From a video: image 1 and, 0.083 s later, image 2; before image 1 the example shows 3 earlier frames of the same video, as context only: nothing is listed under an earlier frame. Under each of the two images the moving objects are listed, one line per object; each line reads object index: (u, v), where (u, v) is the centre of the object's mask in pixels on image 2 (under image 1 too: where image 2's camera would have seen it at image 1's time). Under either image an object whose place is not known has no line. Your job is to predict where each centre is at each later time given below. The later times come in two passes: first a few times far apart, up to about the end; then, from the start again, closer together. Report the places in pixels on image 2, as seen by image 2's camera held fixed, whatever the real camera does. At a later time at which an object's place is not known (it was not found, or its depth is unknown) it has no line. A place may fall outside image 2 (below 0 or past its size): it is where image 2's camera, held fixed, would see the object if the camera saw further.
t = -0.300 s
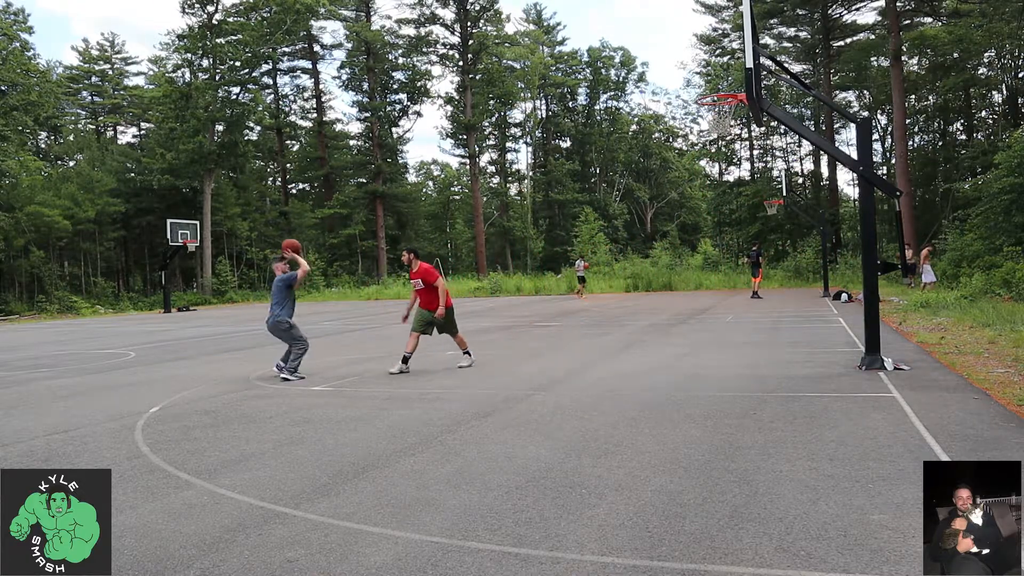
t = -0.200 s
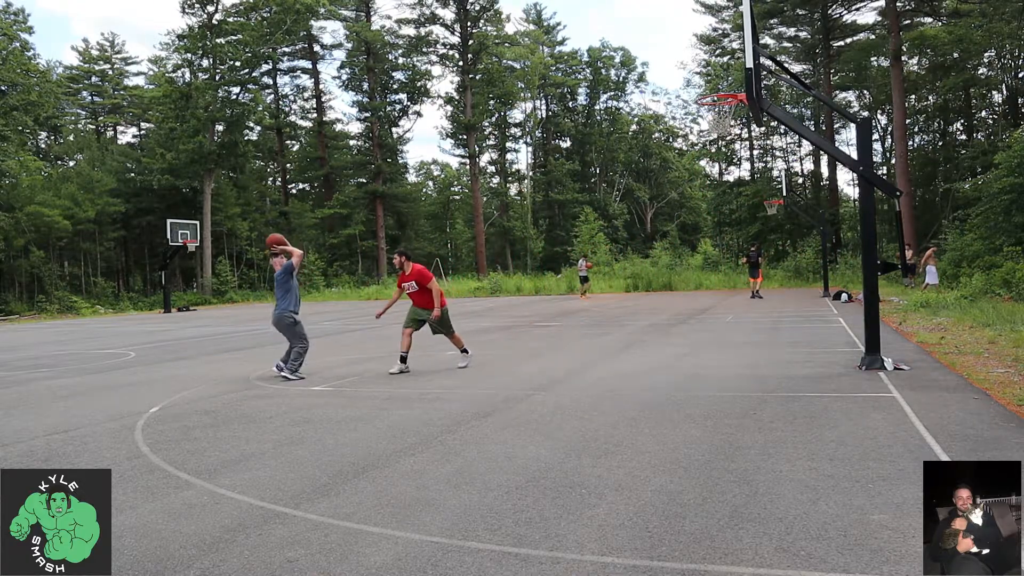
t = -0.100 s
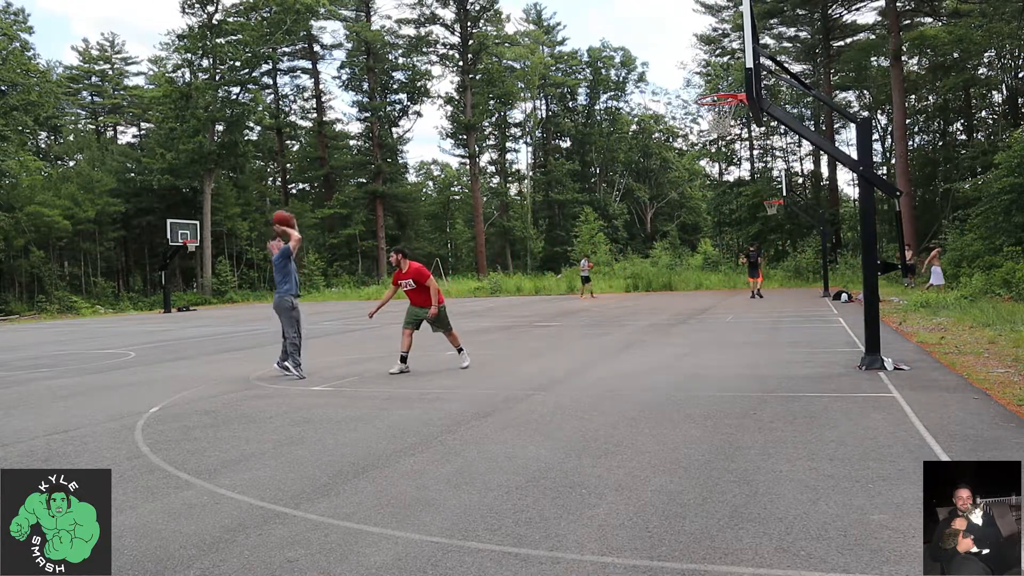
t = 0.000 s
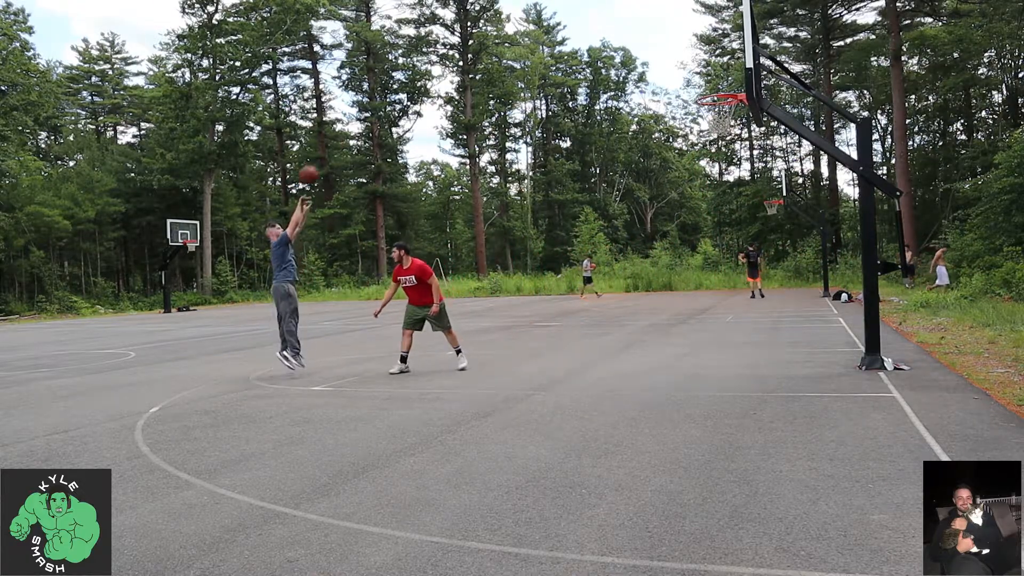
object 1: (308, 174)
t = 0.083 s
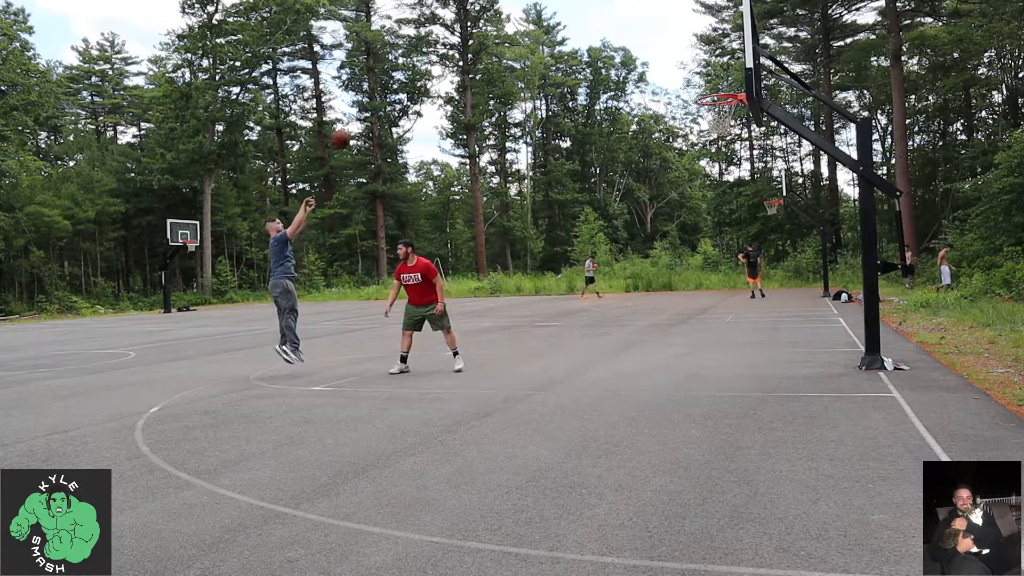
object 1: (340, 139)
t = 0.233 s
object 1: (400, 87)
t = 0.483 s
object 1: (503, 38)
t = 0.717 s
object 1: (606, 36)
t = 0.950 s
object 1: (715, 83)
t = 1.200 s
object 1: (702, 53)
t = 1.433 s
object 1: (697, 30)
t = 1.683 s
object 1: (694, 58)
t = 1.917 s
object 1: (694, 138)
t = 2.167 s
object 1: (697, 285)
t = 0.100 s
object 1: (346, 133)
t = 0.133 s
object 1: (359, 119)
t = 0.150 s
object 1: (367, 113)
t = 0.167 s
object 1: (372, 107)
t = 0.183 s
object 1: (378, 102)
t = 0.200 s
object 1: (385, 96)
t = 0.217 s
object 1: (392, 91)
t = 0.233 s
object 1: (400, 87)
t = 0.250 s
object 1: (405, 82)
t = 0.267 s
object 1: (412, 77)
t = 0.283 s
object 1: (419, 73)
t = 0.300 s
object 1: (426, 68)
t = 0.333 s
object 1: (440, 61)
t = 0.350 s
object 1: (447, 58)
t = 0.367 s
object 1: (453, 54)
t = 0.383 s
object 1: (460, 51)
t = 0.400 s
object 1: (468, 48)
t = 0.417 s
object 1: (475, 45)
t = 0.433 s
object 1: (481, 44)
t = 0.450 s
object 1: (488, 42)
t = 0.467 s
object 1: (496, 40)
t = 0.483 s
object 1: (503, 38)
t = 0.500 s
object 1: (510, 37)
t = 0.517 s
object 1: (518, 35)
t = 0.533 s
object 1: (525, 34)
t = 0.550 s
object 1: (532, 33)
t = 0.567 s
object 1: (539, 33)
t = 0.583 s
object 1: (546, 32)
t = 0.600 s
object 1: (554, 31)
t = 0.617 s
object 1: (561, 32)
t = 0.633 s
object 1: (569, 32)
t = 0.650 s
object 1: (576, 32)
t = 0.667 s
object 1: (584, 33)
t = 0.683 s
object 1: (591, 34)
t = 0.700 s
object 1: (599, 35)
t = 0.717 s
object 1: (606, 36)
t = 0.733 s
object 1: (613, 38)
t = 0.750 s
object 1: (621, 40)
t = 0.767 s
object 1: (629, 42)
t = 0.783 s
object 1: (636, 45)
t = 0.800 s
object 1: (644, 48)
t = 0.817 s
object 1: (652, 50)
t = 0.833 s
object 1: (660, 54)
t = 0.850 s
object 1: (667, 57)
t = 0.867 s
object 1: (675, 61)
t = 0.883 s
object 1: (683, 65)
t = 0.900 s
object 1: (691, 70)
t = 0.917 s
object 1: (699, 74)
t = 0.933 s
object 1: (708, 79)
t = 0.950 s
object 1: (715, 83)
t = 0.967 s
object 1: (723, 86)
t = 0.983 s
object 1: (728, 88)
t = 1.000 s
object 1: (721, 89)
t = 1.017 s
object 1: (713, 90)
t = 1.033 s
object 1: (707, 91)
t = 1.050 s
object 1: (706, 90)
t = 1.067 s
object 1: (706, 87)
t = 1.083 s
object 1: (705, 82)
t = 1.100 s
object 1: (705, 77)
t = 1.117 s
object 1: (705, 72)
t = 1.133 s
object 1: (704, 68)
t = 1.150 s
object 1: (703, 64)
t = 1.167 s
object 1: (703, 60)
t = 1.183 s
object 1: (702, 57)
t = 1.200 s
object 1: (702, 53)
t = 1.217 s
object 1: (702, 50)
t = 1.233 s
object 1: (701, 47)
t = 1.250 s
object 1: (701, 44)
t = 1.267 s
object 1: (700, 42)
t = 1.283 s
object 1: (700, 40)
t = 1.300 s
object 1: (700, 38)
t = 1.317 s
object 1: (700, 36)
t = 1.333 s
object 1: (699, 34)
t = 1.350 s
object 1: (699, 33)
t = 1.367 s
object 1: (699, 31)
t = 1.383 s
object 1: (698, 31)
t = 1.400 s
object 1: (698, 30)
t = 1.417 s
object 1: (697, 30)
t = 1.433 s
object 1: (697, 30)
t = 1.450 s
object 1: (697, 30)
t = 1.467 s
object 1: (697, 31)
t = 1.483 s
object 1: (697, 31)
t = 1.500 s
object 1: (696, 32)
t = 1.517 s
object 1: (696, 33)
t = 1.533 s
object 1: (696, 34)
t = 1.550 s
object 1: (696, 36)
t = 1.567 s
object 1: (696, 38)
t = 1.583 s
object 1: (695, 40)
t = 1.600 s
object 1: (695, 42)
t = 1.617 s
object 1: (695, 45)
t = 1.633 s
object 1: (695, 47)
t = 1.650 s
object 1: (695, 51)
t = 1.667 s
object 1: (694, 54)
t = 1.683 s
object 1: (694, 58)
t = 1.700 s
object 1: (694, 63)
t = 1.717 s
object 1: (694, 67)
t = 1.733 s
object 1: (694, 71)
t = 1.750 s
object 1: (694, 76)
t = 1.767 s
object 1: (694, 80)
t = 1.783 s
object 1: (694, 86)
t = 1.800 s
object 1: (694, 91)
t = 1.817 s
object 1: (694, 97)
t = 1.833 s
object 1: (694, 103)
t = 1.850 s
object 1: (694, 110)
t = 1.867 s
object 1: (694, 116)
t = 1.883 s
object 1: (694, 123)
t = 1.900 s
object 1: (694, 130)
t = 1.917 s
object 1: (694, 138)
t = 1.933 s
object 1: (694, 146)
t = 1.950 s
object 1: (694, 154)
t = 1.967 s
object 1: (694, 163)
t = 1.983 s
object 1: (695, 171)
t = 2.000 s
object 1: (695, 180)
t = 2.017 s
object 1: (695, 189)
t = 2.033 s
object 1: (695, 198)
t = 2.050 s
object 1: (695, 208)
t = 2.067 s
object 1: (695, 219)
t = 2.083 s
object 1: (695, 228)
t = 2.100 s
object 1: (696, 238)
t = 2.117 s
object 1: (696, 249)
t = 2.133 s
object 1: (697, 261)
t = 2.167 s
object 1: (697, 285)
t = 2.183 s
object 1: (697, 298)
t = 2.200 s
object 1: (698, 309)
